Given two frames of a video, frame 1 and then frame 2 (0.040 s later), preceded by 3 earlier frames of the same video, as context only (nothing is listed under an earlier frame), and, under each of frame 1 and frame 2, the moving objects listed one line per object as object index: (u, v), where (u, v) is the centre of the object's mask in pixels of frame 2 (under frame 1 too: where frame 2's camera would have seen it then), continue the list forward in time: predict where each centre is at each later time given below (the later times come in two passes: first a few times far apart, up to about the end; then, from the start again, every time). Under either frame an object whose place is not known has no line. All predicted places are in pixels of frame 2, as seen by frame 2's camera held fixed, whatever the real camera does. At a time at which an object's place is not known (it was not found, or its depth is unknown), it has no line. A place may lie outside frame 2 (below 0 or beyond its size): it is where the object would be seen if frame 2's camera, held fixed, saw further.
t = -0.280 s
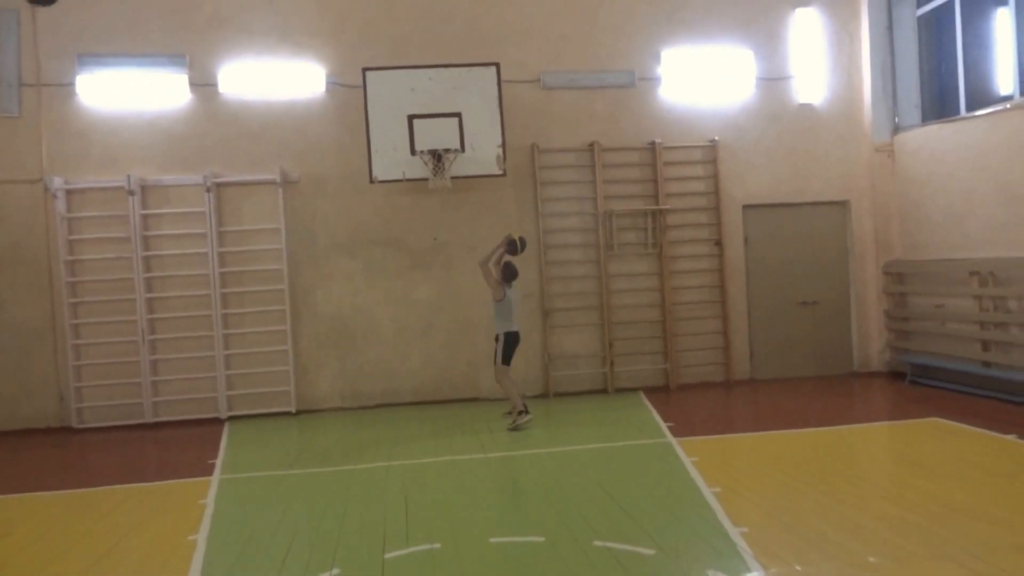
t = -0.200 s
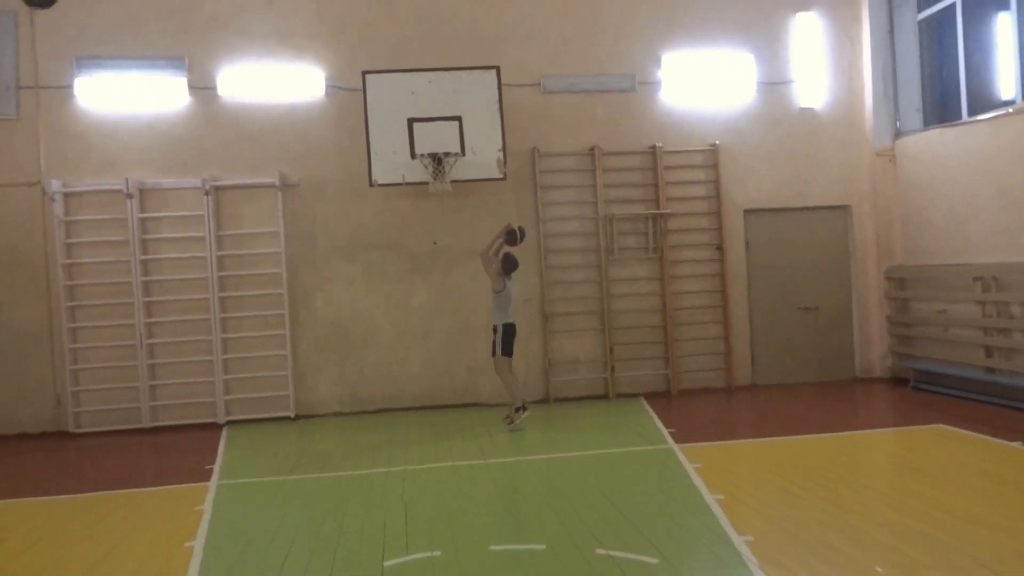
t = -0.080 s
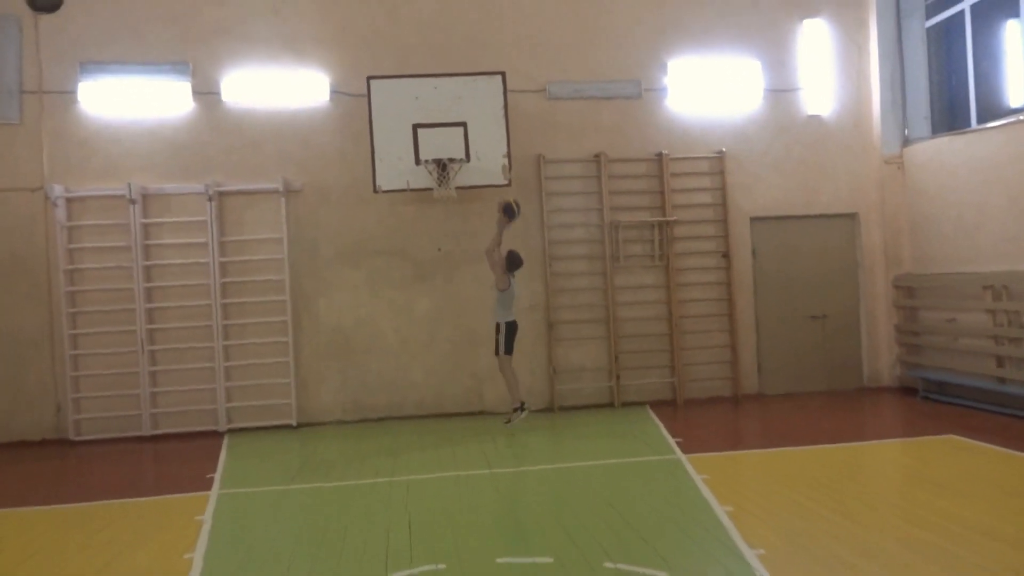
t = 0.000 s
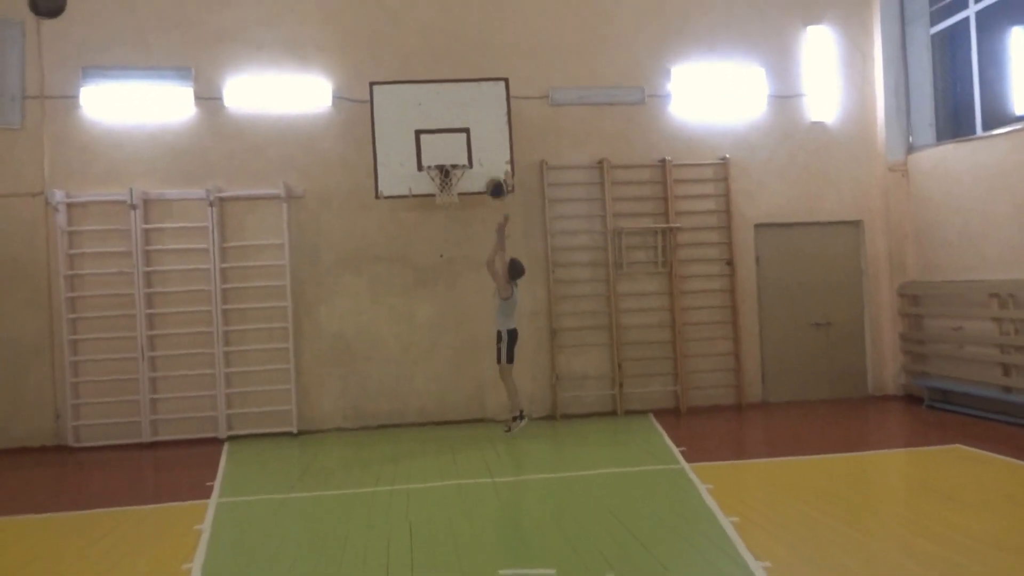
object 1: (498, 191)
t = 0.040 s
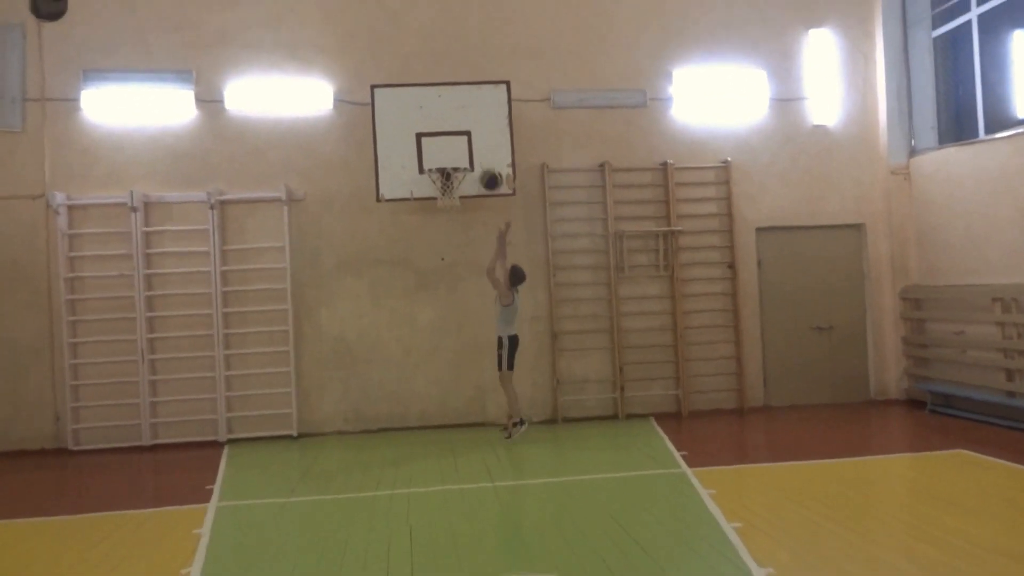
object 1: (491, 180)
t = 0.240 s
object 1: (464, 149)
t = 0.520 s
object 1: (445, 162)
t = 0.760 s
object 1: (453, 200)
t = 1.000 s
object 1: (449, 271)
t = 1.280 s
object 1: (452, 436)
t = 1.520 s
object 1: (444, 339)
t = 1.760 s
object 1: (439, 274)
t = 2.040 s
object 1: (435, 272)
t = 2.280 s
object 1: (435, 338)
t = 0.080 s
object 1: (484, 170)
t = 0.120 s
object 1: (477, 162)
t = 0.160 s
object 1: (471, 157)
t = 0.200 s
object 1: (468, 152)
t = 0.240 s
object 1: (464, 149)
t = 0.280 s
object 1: (460, 147)
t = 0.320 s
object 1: (457, 147)
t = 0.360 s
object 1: (454, 148)
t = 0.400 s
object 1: (451, 152)
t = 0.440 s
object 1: (448, 155)
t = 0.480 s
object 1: (444, 160)
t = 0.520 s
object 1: (445, 162)
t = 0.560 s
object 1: (447, 162)
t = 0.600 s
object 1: (449, 165)
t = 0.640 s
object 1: (449, 183)
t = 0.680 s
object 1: (451, 186)
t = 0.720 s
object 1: (451, 188)
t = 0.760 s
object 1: (453, 200)
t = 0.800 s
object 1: (451, 208)
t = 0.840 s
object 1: (448, 216)
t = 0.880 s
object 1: (448, 228)
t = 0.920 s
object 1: (449, 240)
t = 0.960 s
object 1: (449, 255)
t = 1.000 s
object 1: (449, 271)
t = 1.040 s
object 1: (449, 290)
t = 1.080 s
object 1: (449, 310)
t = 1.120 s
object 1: (449, 332)
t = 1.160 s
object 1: (449, 354)
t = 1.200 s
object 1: (450, 379)
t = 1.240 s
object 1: (452, 406)
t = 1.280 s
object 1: (452, 436)
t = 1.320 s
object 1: (451, 433)
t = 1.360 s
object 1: (450, 411)
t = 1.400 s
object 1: (448, 391)
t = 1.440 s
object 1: (447, 373)
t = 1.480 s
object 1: (446, 355)
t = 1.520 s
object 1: (444, 339)
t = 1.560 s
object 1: (443, 324)
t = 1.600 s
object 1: (442, 311)
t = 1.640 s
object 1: (441, 299)
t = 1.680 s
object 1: (440, 290)
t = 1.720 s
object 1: (439, 281)
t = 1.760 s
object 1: (439, 274)
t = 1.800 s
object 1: (438, 270)
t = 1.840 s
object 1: (437, 267)
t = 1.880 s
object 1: (437, 265)
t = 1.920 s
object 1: (436, 264)
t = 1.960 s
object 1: (436, 264)
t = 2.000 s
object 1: (436, 267)
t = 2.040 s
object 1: (435, 272)
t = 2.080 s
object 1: (435, 278)
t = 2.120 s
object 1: (434, 287)
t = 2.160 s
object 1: (435, 296)
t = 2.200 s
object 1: (434, 308)
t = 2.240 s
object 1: (434, 322)
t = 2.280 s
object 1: (435, 338)
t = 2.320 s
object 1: (435, 355)
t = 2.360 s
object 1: (434, 375)
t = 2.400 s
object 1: (434, 396)
